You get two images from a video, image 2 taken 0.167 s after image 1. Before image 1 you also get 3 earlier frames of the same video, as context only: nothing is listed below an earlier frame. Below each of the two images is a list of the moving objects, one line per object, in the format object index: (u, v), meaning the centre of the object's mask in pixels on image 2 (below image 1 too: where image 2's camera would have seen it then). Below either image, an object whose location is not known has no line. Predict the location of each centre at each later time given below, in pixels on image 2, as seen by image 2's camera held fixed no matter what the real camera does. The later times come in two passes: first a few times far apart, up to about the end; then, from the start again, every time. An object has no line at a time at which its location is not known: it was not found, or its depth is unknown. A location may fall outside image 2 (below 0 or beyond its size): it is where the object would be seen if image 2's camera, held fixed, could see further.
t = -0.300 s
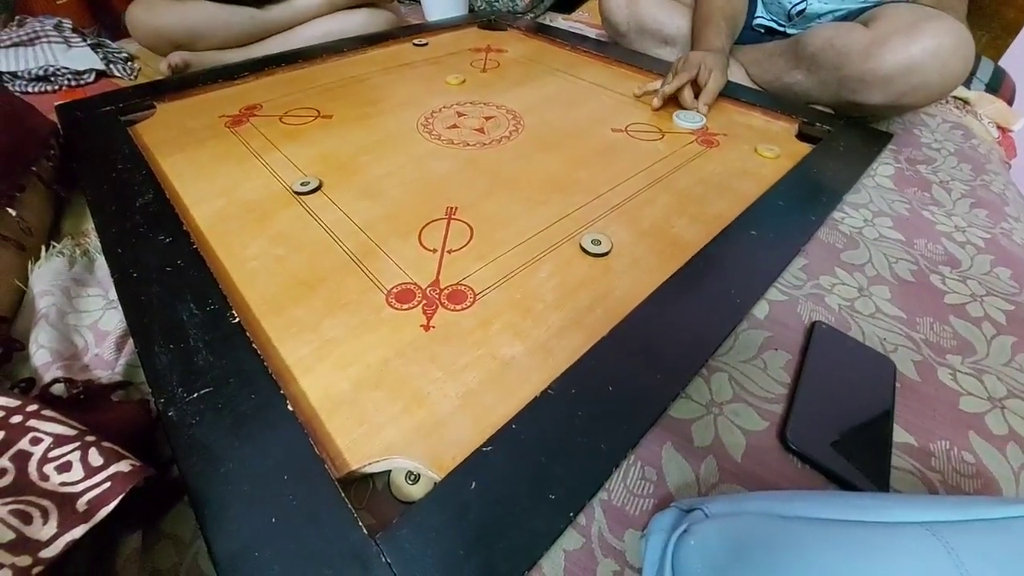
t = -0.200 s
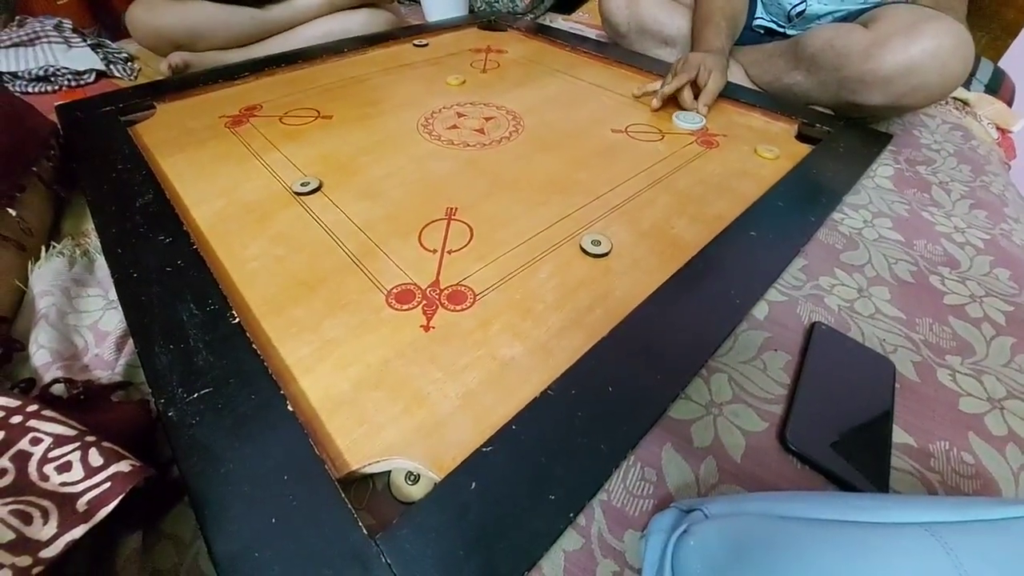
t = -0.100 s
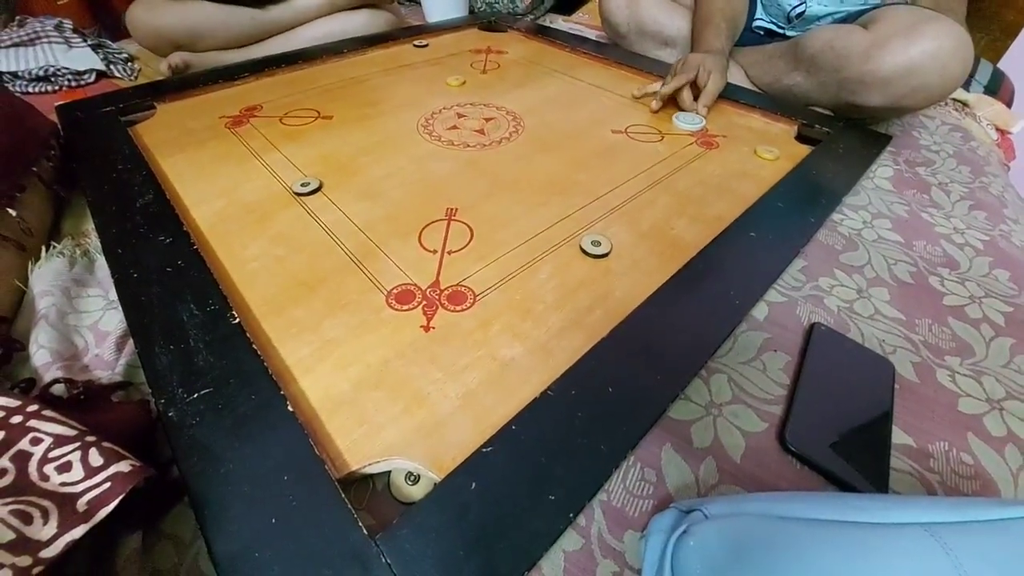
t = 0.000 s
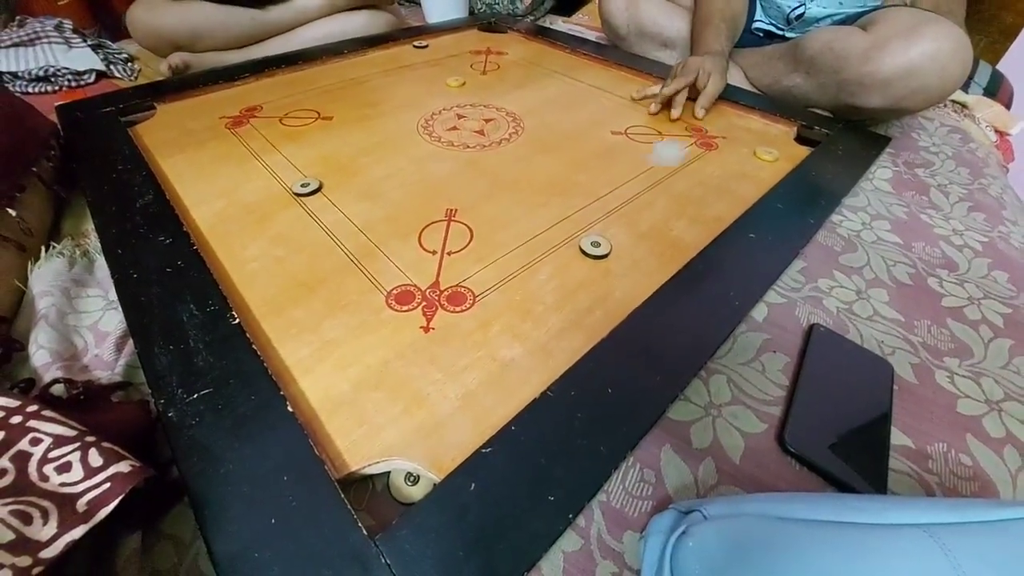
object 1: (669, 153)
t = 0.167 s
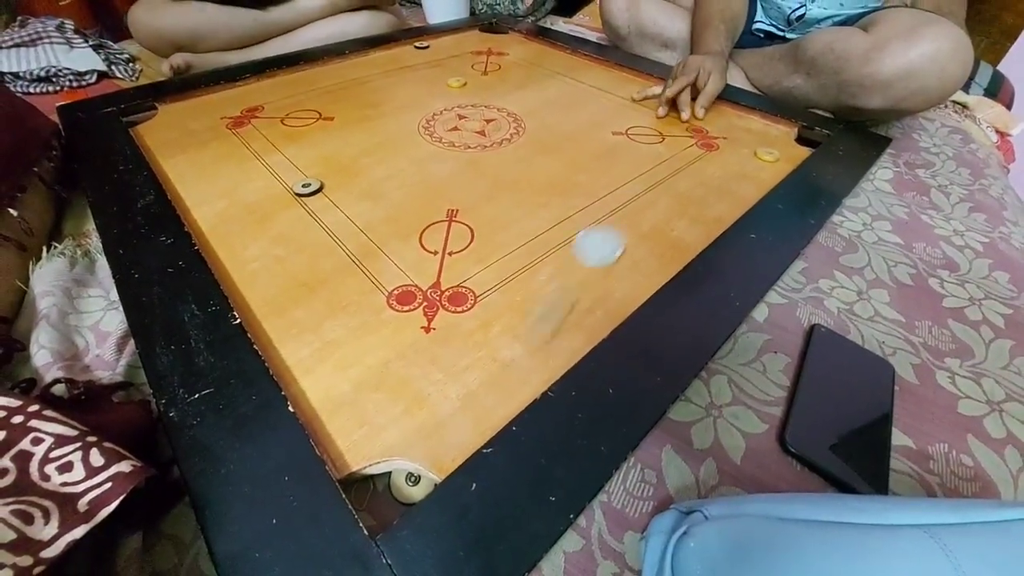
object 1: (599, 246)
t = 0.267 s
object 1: (569, 284)
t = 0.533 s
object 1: (551, 307)
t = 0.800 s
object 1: (551, 307)
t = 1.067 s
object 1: (551, 307)
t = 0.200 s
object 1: (588, 260)
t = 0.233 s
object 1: (578, 272)
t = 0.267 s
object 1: (569, 284)
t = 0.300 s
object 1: (561, 294)
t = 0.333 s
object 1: (556, 302)
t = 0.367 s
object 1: (552, 306)
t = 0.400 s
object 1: (551, 307)
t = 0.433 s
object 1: (551, 307)
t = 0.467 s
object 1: (551, 307)
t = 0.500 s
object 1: (551, 307)
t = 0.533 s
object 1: (551, 307)
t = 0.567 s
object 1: (551, 307)
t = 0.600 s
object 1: (551, 307)
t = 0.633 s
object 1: (551, 307)
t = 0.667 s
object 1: (551, 307)
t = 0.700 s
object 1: (551, 307)
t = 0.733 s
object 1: (551, 307)
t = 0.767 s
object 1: (551, 307)
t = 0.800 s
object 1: (551, 307)
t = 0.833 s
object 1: (551, 307)
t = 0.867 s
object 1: (551, 307)
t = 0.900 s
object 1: (551, 307)
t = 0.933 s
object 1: (551, 307)
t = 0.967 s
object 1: (551, 307)
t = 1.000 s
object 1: (551, 307)
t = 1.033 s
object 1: (551, 308)
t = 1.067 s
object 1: (551, 307)
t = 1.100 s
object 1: (551, 307)
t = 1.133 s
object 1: (551, 307)
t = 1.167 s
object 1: (551, 307)
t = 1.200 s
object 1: (551, 307)
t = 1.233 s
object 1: (551, 307)
